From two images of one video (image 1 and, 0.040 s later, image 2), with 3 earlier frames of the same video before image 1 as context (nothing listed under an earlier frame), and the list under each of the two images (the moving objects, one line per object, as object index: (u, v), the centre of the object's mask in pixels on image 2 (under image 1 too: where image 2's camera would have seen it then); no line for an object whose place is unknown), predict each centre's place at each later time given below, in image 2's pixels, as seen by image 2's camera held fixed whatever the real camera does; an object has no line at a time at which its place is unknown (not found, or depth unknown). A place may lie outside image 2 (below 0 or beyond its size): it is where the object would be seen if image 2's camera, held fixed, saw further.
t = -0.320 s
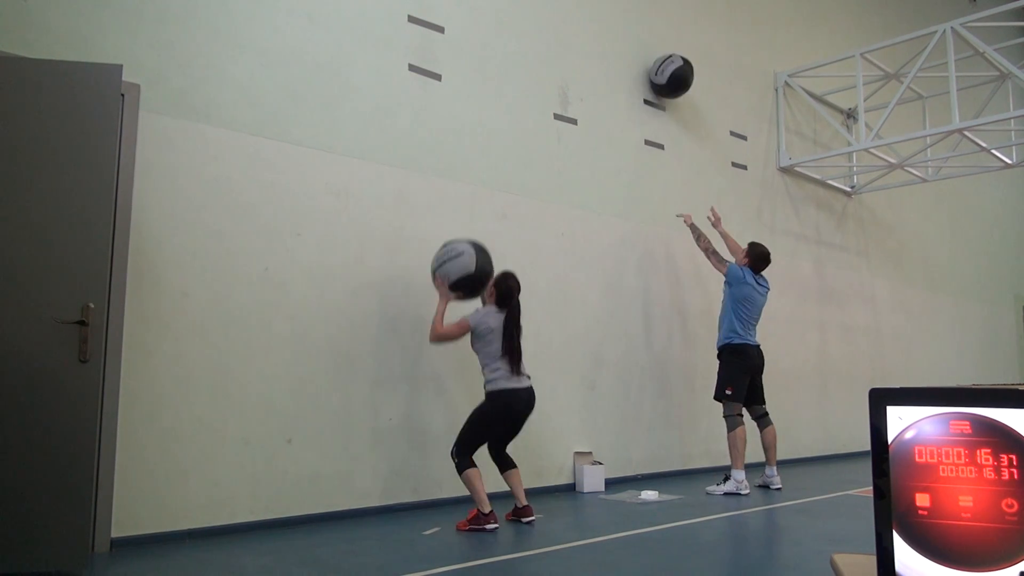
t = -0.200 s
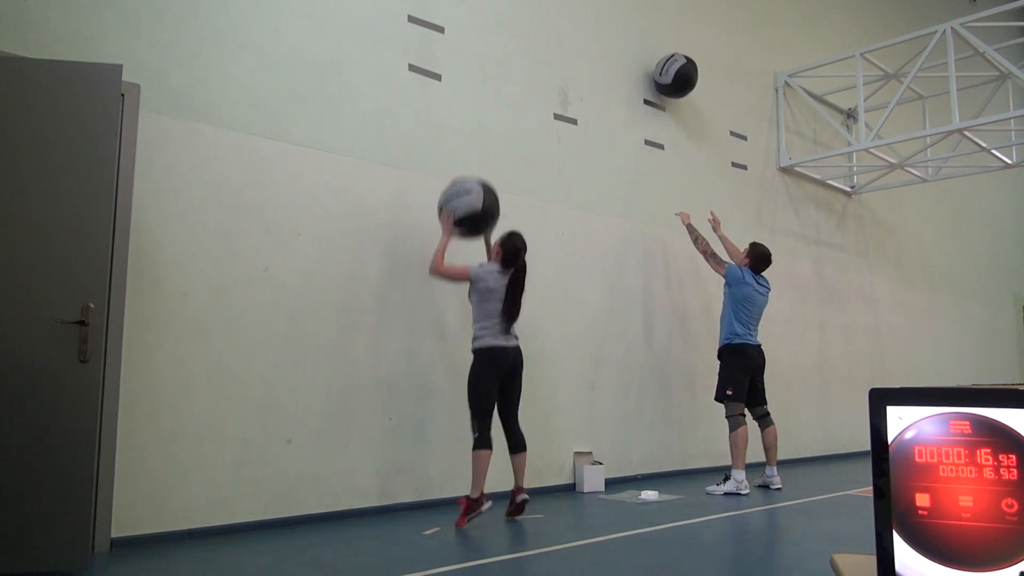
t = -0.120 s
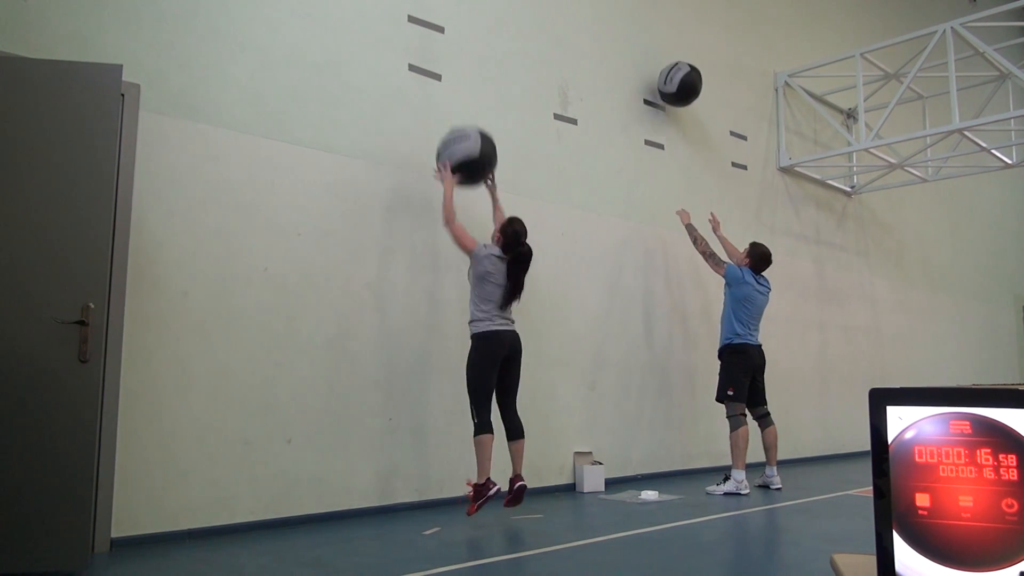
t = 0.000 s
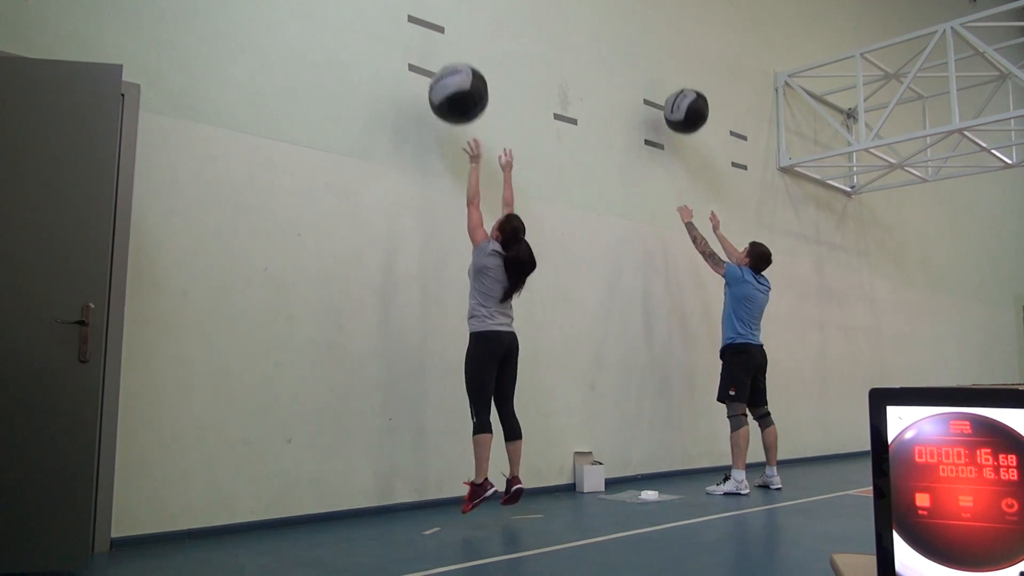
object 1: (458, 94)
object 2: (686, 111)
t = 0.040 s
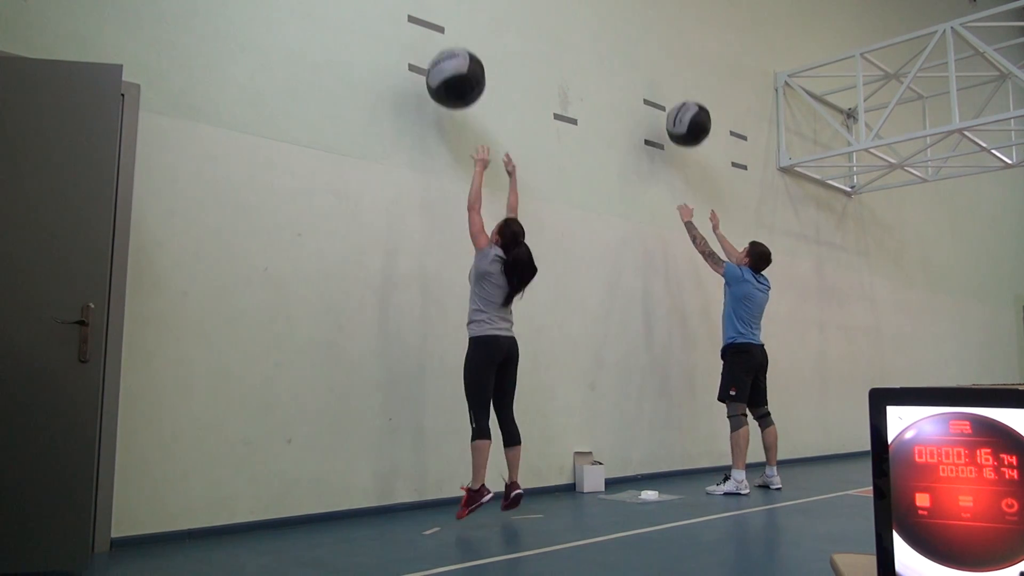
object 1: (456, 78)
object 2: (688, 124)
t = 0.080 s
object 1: (453, 66)
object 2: (690, 139)
